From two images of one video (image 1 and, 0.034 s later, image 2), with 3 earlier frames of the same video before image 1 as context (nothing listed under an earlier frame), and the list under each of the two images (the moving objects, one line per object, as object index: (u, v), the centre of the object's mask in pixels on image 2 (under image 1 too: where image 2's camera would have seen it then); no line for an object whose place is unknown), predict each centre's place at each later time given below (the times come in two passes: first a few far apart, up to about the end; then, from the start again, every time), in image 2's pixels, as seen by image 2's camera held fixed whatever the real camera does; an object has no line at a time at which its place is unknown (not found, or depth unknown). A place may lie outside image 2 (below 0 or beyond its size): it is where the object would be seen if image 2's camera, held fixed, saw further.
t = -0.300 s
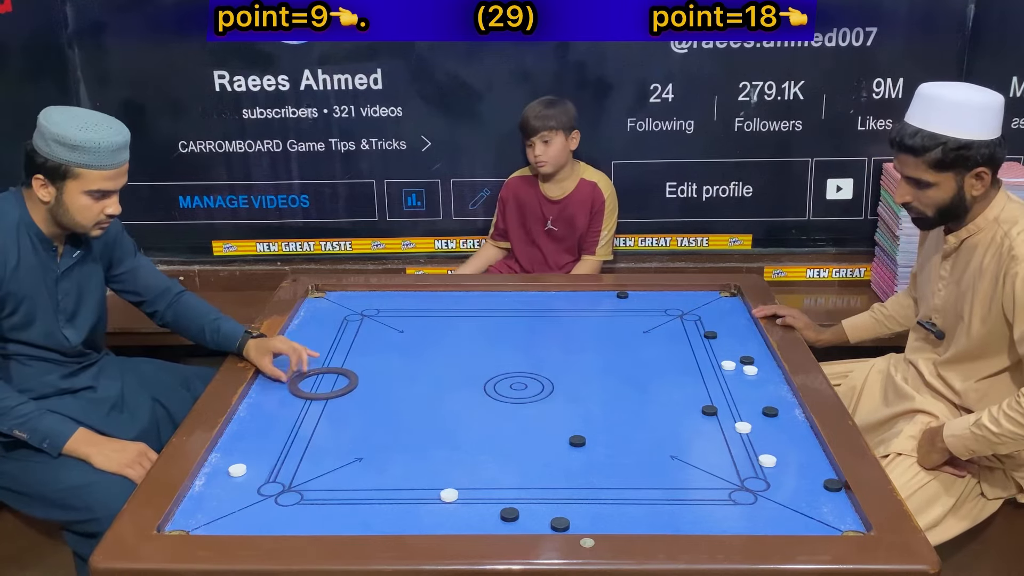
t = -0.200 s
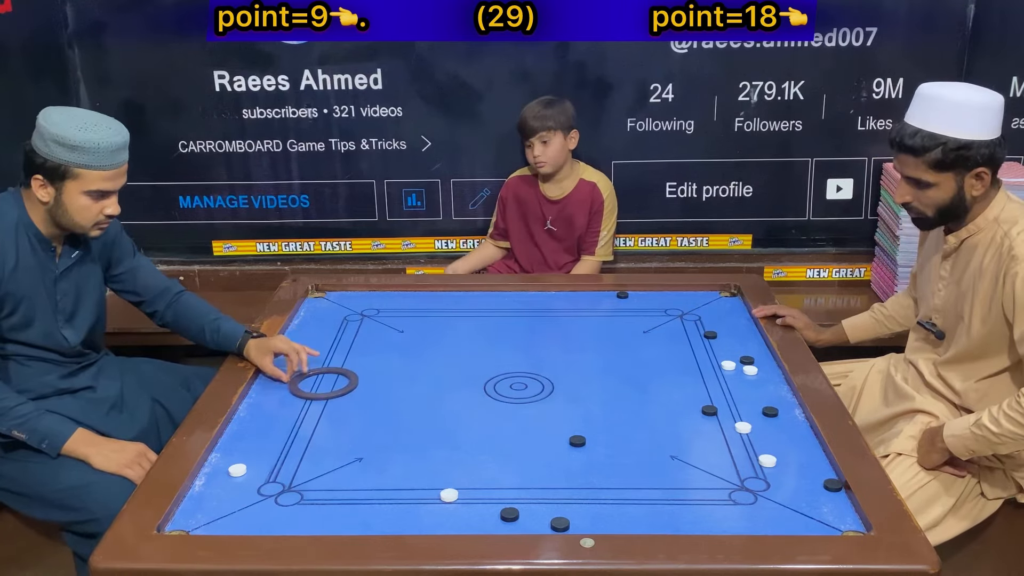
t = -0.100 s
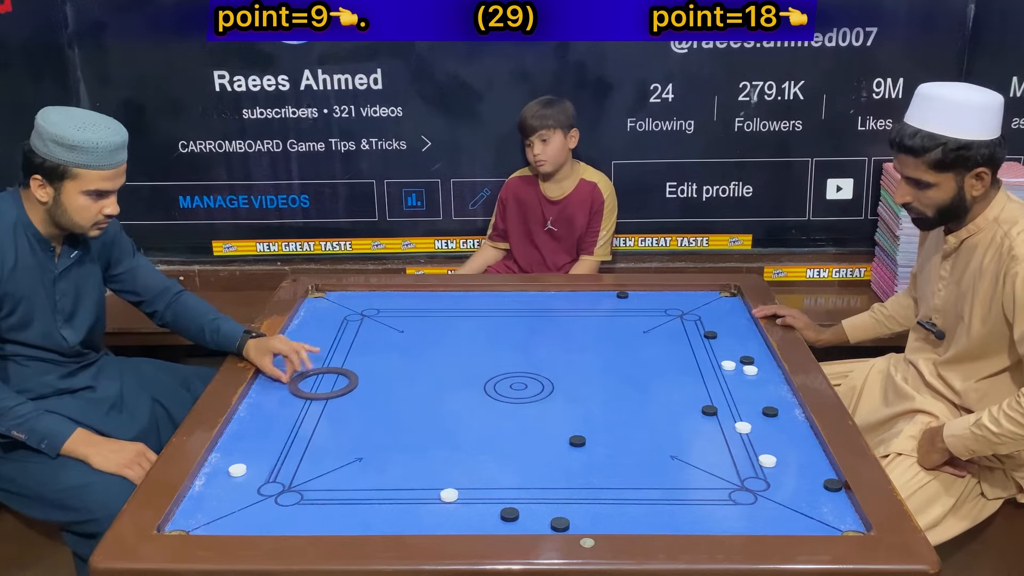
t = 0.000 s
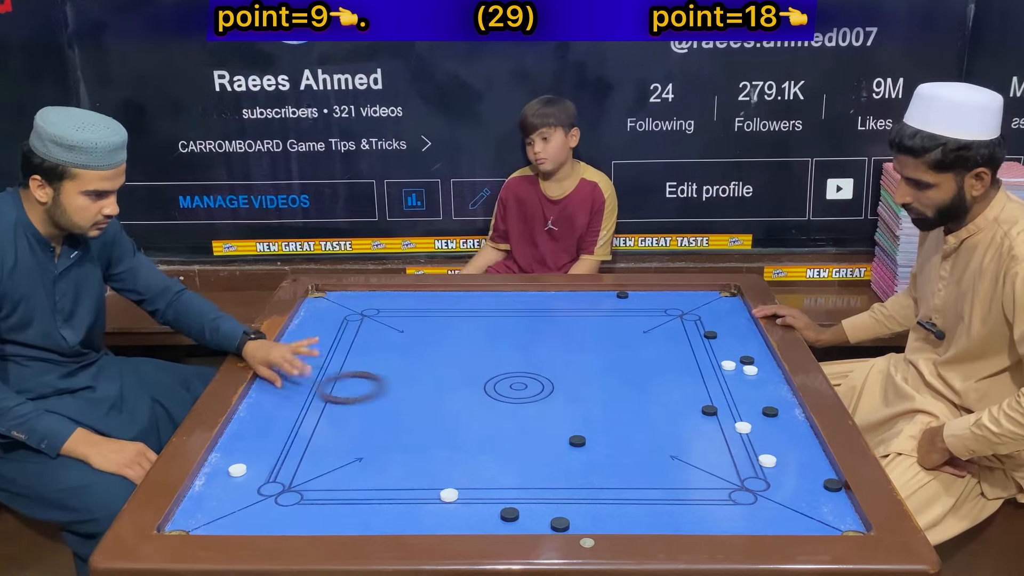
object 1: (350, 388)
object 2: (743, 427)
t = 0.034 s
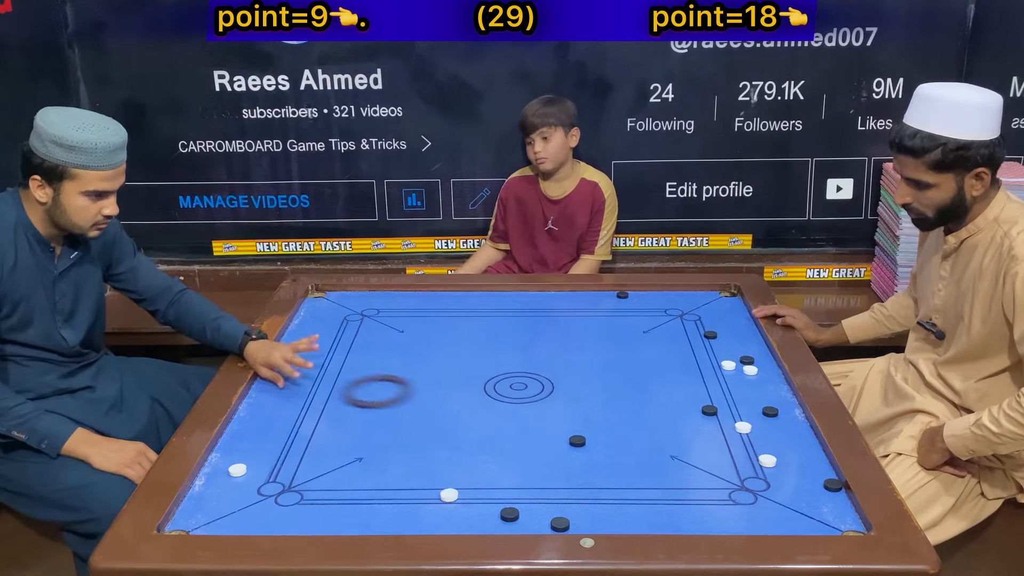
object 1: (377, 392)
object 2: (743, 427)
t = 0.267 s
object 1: (570, 419)
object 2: (743, 427)
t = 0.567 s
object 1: (755, 449)
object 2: (769, 421)
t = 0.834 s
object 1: (604, 469)
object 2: (656, 420)
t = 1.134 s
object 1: (438, 489)
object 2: (541, 417)
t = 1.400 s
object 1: (303, 502)
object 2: (449, 415)
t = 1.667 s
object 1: (229, 503)
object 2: (367, 413)
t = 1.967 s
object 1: (281, 490)
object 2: (284, 410)
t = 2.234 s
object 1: (320, 479)
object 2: (260, 409)
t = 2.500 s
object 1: (352, 469)
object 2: (302, 408)
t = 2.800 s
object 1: (381, 459)
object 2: (343, 408)
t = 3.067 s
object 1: (401, 450)
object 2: (373, 408)
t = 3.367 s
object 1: (418, 442)
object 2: (401, 408)
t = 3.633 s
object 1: (431, 436)
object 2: (422, 409)
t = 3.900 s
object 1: (440, 431)
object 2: (432, 407)
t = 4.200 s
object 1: (446, 427)
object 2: (433, 405)
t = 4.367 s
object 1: (449, 426)
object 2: (433, 404)
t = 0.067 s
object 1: (403, 395)
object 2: (743, 427)
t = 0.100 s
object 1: (430, 399)
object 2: (743, 427)
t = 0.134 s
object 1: (457, 403)
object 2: (743, 427)
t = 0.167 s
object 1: (484, 407)
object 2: (743, 427)
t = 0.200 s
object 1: (512, 411)
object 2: (743, 427)
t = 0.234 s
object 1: (540, 415)
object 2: (743, 427)
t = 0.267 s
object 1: (570, 419)
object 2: (743, 427)
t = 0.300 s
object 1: (599, 423)
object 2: (743, 427)
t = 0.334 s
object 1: (628, 426)
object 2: (743, 427)
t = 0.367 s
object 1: (658, 430)
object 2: (743, 427)
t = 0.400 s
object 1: (688, 434)
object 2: (743, 427)
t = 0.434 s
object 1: (716, 438)
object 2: (758, 425)
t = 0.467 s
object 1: (743, 440)
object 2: (784, 423)
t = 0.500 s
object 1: (768, 443)
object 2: (798, 422)
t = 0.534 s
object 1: (773, 446)
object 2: (784, 421)
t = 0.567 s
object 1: (755, 449)
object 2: (769, 421)
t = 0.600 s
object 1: (736, 451)
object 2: (754, 421)
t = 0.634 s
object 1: (718, 454)
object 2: (739, 421)
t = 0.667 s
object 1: (699, 457)
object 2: (725, 421)
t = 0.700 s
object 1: (680, 459)
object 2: (711, 421)
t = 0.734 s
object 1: (661, 462)
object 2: (697, 420)
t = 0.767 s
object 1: (643, 464)
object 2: (683, 420)
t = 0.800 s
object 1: (624, 467)
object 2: (670, 420)
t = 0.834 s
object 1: (604, 469)
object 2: (656, 420)
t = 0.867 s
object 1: (585, 472)
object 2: (643, 419)
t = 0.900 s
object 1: (566, 474)
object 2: (630, 419)
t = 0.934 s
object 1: (547, 476)
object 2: (617, 419)
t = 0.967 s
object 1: (528, 479)
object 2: (604, 419)
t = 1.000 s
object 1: (508, 481)
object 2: (591, 418)
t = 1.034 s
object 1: (490, 484)
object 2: (579, 418)
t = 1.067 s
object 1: (473, 486)
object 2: (566, 418)
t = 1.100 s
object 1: (455, 487)
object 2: (554, 417)
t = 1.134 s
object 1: (438, 489)
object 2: (541, 417)
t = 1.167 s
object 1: (421, 491)
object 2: (529, 417)
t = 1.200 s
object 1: (404, 492)
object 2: (517, 417)
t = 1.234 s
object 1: (387, 494)
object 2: (505, 416)
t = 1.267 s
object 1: (370, 496)
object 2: (493, 416)
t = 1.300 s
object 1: (354, 497)
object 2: (482, 416)
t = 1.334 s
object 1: (336, 499)
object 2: (471, 415)
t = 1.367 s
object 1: (319, 501)
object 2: (460, 415)
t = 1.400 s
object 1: (303, 502)
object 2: (449, 415)
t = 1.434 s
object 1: (286, 504)
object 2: (439, 415)
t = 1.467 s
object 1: (270, 505)
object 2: (428, 414)
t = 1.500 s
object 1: (255, 506)
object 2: (417, 414)
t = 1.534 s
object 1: (239, 507)
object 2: (407, 414)
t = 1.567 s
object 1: (231, 507)
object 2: (397, 414)
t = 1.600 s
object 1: (225, 506)
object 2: (387, 413)
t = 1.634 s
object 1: (222, 505)
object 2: (377, 413)
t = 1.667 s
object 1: (229, 503)
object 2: (367, 413)
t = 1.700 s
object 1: (235, 502)
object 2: (357, 413)
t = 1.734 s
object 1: (241, 500)
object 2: (348, 412)
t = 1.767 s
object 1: (247, 499)
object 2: (339, 412)
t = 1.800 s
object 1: (253, 497)
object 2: (329, 412)
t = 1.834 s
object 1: (259, 496)
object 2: (320, 412)
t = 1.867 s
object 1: (265, 494)
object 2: (310, 411)
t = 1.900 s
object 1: (270, 493)
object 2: (302, 411)
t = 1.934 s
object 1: (276, 491)
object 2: (293, 411)
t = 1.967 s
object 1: (281, 490)
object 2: (284, 410)
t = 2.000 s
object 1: (286, 489)
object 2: (276, 410)
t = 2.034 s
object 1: (292, 487)
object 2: (267, 410)
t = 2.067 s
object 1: (296, 486)
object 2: (259, 410)
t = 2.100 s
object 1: (301, 484)
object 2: (250, 409)
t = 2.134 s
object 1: (306, 483)
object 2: (244, 409)
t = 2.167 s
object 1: (310, 482)
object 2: (249, 409)
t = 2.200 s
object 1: (315, 481)
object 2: (255, 409)
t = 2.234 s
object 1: (320, 479)
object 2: (260, 409)
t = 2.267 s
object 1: (324, 478)
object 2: (266, 409)
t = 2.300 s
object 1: (329, 476)
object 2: (271, 409)
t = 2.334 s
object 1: (332, 475)
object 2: (277, 409)
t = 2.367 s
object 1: (337, 474)
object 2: (282, 409)
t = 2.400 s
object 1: (341, 472)
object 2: (287, 409)
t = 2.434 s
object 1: (344, 472)
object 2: (292, 408)
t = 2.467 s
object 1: (348, 470)
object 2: (297, 408)
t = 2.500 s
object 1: (352, 469)
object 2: (302, 408)
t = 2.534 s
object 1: (355, 468)
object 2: (307, 408)
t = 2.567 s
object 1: (359, 467)
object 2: (312, 408)
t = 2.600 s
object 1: (362, 465)
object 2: (316, 408)
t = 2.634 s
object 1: (365, 464)
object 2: (321, 408)
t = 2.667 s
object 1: (368, 463)
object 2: (325, 408)
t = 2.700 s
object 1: (371, 462)
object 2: (330, 408)
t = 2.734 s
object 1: (375, 461)
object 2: (334, 408)
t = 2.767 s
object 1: (378, 460)
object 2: (338, 408)
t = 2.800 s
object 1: (381, 459)
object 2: (343, 408)
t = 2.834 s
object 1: (383, 457)
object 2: (346, 408)
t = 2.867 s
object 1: (386, 456)
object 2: (350, 408)
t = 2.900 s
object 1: (389, 455)
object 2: (354, 408)
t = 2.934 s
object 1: (391, 454)
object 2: (358, 408)
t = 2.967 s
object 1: (394, 453)
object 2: (362, 408)
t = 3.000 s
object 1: (397, 452)
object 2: (366, 408)
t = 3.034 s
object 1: (399, 451)
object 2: (369, 408)
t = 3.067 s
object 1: (401, 450)
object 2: (373, 408)
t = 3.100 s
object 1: (403, 449)
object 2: (376, 408)
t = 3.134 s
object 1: (405, 448)
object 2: (380, 408)
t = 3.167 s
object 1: (407, 447)
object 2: (383, 408)
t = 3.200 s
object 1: (409, 446)
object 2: (386, 408)
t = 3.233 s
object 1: (411, 445)
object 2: (389, 408)
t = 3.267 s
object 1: (413, 444)
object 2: (393, 408)
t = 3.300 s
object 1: (415, 444)
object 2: (395, 408)
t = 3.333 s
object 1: (417, 443)
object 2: (399, 408)
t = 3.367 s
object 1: (418, 442)
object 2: (401, 408)
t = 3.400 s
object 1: (420, 441)
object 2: (404, 408)
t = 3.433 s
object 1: (422, 440)
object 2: (407, 408)
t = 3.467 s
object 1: (423, 439)
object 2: (409, 409)
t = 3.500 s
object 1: (425, 439)
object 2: (412, 409)
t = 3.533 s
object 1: (426, 438)
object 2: (415, 409)
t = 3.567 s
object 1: (428, 437)
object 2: (417, 409)
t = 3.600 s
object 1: (429, 436)
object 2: (420, 409)
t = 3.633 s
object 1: (431, 436)
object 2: (422, 409)
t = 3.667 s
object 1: (432, 435)
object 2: (424, 409)
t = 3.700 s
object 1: (433, 434)
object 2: (426, 409)
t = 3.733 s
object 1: (434, 434)
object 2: (427, 409)
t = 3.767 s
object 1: (435, 433)
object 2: (429, 409)
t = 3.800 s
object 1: (437, 432)
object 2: (430, 409)
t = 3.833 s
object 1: (438, 432)
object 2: (431, 408)
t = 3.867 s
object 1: (439, 431)
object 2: (432, 408)
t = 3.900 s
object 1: (440, 431)
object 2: (432, 407)
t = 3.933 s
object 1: (441, 430)
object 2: (432, 407)
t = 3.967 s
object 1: (441, 430)
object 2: (432, 407)
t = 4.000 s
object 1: (442, 429)
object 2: (432, 406)
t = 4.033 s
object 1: (443, 429)
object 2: (432, 406)
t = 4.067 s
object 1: (444, 429)
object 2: (432, 406)
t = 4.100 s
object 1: (444, 428)
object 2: (432, 406)
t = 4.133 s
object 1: (445, 428)
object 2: (433, 406)
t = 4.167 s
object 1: (446, 427)
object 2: (433, 405)
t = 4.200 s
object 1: (446, 427)
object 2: (433, 405)
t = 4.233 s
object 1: (447, 427)
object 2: (433, 405)
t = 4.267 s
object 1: (448, 426)
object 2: (433, 405)
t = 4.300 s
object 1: (448, 426)
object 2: (433, 405)
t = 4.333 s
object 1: (449, 426)
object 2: (433, 405)
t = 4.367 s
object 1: (449, 426)
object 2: (433, 404)
